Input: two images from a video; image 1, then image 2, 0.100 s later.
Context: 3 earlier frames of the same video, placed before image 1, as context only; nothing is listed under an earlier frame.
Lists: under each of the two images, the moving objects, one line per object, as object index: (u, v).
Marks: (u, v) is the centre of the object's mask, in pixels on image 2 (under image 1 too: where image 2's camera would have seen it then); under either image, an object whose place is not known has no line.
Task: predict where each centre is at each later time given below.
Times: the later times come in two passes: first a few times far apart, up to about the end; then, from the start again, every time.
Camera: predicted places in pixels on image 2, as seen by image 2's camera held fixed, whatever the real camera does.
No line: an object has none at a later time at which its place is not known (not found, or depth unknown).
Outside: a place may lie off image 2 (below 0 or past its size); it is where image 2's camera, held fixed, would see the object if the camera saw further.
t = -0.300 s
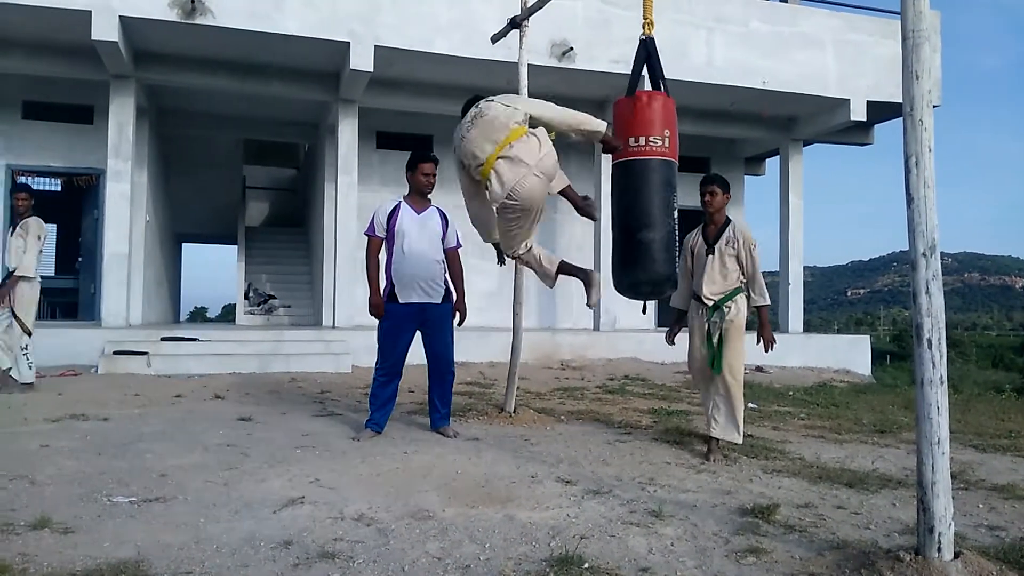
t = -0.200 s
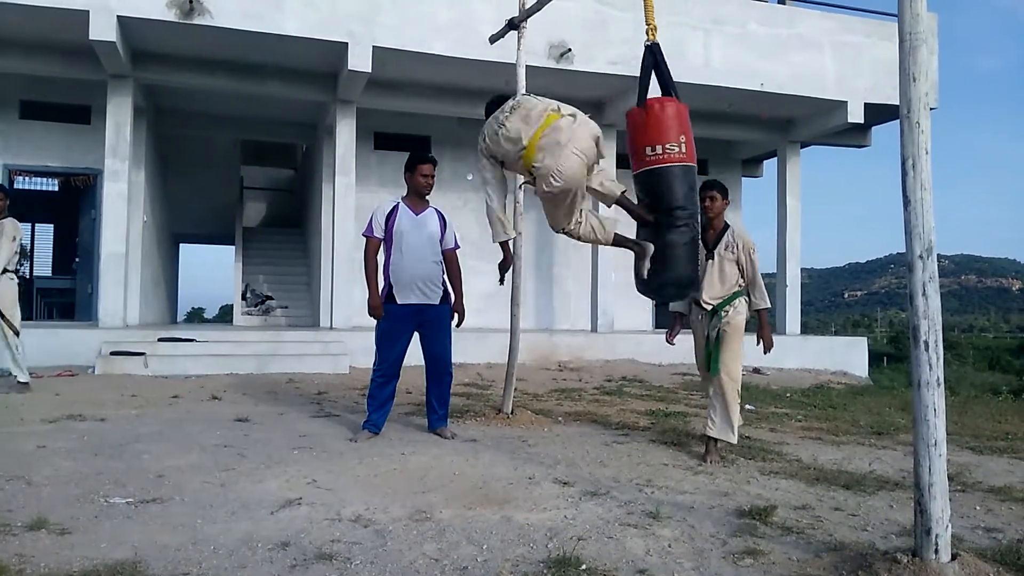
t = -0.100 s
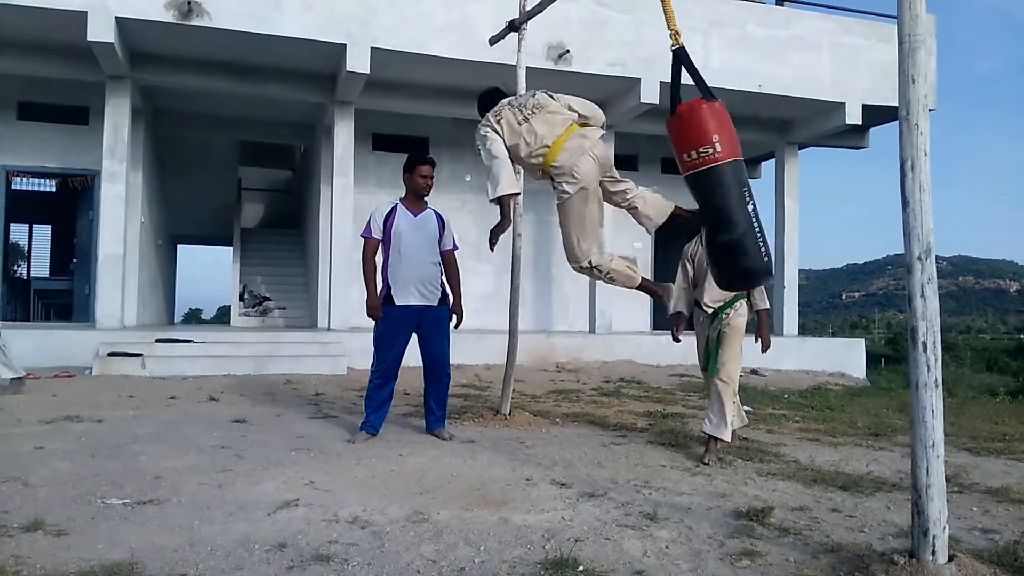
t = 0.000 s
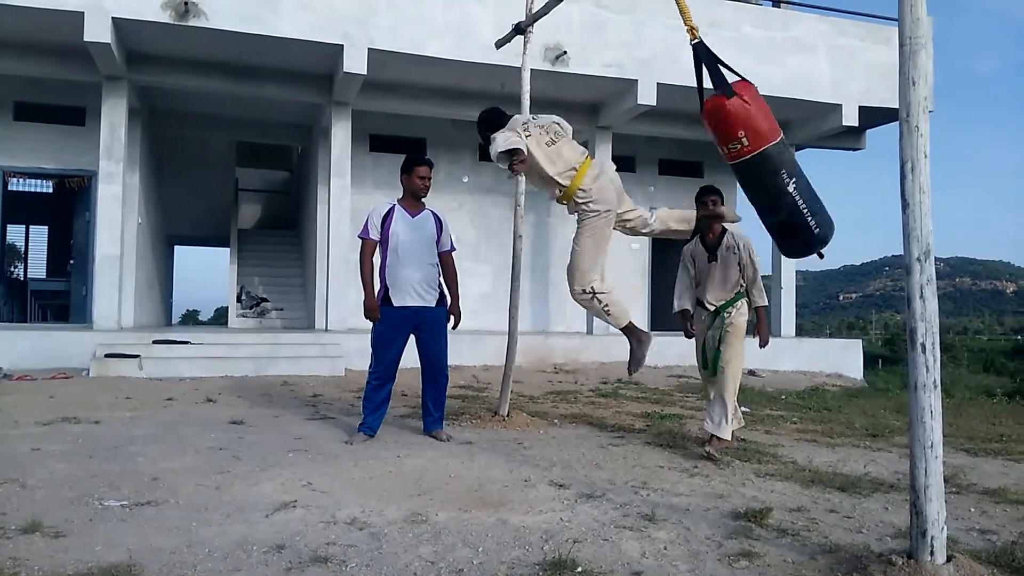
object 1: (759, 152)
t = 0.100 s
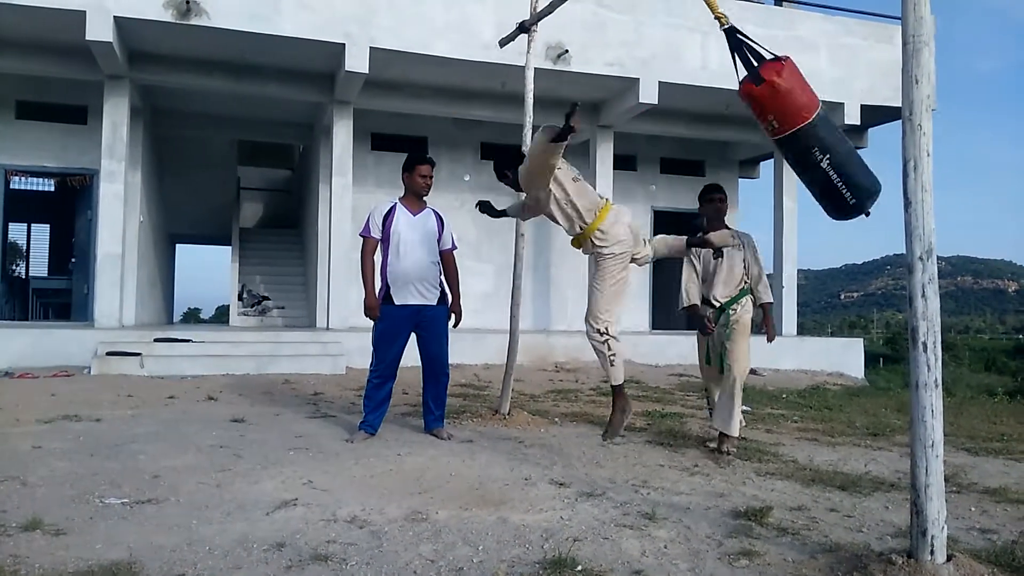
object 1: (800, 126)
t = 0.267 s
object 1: (827, 74)
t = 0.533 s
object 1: (820, 46)
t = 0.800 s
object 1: (809, 101)
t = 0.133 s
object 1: (811, 116)
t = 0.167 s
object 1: (818, 105)
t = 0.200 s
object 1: (823, 95)
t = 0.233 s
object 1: (826, 84)
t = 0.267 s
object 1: (827, 74)
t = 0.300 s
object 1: (828, 66)
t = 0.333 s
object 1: (827, 59)
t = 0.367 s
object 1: (827, 53)
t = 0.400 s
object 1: (827, 50)
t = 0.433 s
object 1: (825, 47)
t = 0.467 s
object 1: (822, 45)
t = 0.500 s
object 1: (820, 45)
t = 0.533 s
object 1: (820, 46)
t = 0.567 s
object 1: (821, 49)
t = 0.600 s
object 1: (820, 52)
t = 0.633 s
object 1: (820, 57)
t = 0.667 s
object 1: (819, 63)
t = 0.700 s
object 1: (816, 71)
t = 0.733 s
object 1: (813, 81)
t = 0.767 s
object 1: (811, 90)
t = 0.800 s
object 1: (809, 101)
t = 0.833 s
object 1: (806, 111)
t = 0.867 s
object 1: (801, 122)
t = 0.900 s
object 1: (794, 132)
